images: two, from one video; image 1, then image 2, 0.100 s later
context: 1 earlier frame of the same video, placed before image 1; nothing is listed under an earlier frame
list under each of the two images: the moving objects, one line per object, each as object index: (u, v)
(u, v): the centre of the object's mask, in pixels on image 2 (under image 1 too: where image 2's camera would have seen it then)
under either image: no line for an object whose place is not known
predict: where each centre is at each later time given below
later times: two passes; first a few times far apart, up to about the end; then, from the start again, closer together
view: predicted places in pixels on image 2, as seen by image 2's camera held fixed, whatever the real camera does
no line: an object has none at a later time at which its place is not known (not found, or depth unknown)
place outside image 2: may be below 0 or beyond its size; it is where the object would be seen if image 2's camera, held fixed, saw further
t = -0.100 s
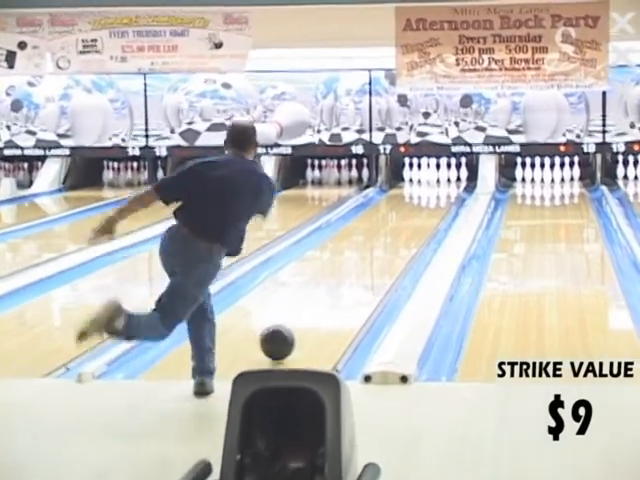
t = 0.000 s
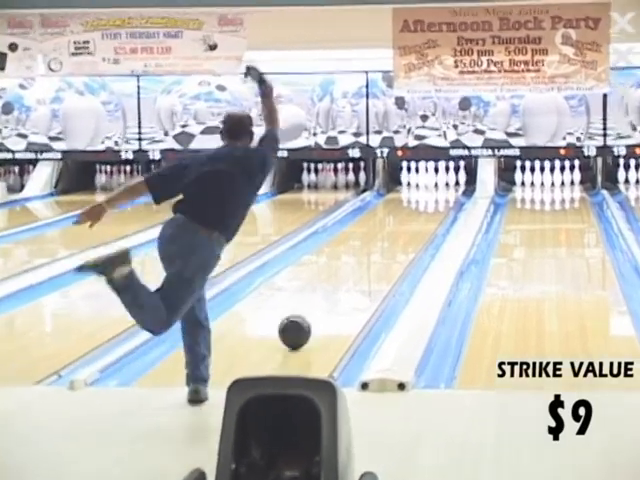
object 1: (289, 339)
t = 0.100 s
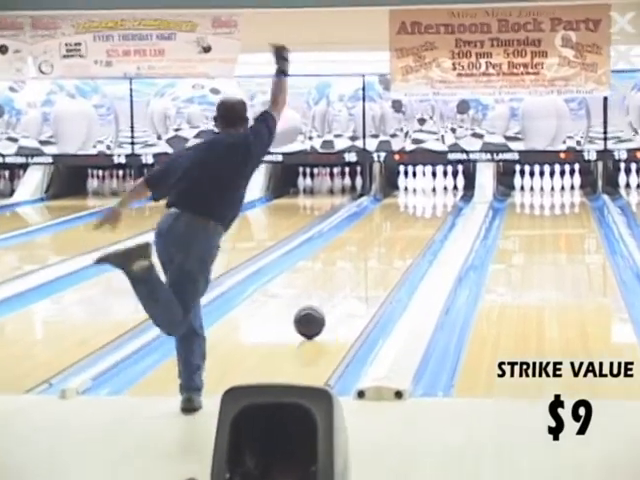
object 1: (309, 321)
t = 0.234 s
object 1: (331, 303)
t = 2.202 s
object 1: (434, 200)
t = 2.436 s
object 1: (434, 195)
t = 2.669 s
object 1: (440, 191)
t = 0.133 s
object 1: (315, 317)
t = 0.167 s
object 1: (321, 312)
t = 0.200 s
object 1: (326, 307)
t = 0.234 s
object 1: (331, 303)
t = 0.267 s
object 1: (336, 298)
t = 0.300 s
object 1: (341, 295)
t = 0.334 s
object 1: (345, 291)
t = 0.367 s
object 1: (349, 287)
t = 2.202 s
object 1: (434, 200)
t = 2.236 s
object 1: (434, 200)
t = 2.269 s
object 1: (434, 198)
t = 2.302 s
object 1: (434, 198)
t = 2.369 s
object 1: (434, 195)
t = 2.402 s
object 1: (433, 195)
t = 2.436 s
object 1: (434, 195)
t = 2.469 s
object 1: (435, 193)
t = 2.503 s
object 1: (438, 193)
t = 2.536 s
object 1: (439, 192)
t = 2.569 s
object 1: (440, 192)
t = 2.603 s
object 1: (441, 192)
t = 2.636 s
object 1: (440, 192)
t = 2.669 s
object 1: (440, 191)
